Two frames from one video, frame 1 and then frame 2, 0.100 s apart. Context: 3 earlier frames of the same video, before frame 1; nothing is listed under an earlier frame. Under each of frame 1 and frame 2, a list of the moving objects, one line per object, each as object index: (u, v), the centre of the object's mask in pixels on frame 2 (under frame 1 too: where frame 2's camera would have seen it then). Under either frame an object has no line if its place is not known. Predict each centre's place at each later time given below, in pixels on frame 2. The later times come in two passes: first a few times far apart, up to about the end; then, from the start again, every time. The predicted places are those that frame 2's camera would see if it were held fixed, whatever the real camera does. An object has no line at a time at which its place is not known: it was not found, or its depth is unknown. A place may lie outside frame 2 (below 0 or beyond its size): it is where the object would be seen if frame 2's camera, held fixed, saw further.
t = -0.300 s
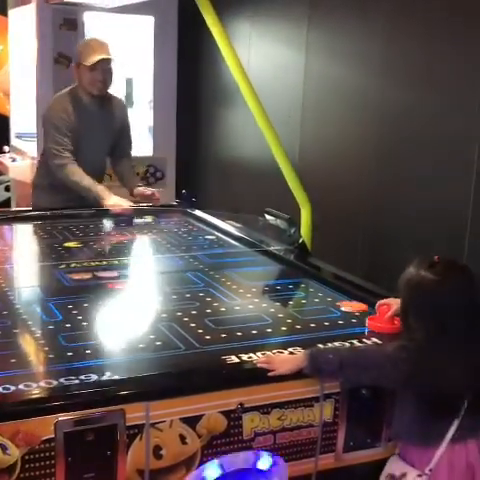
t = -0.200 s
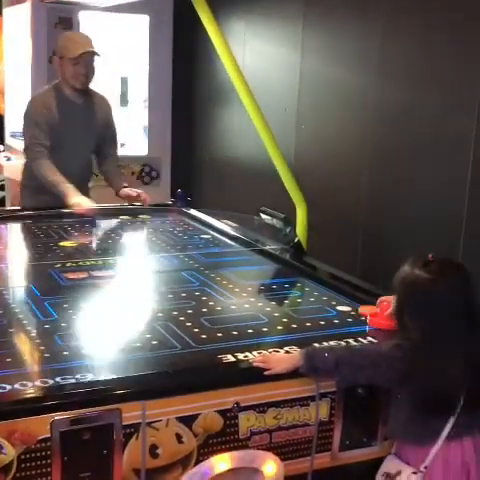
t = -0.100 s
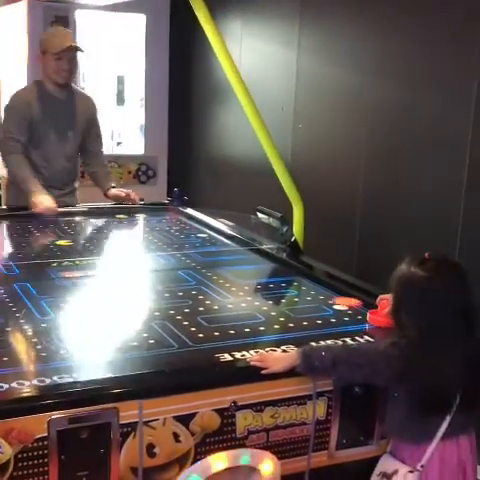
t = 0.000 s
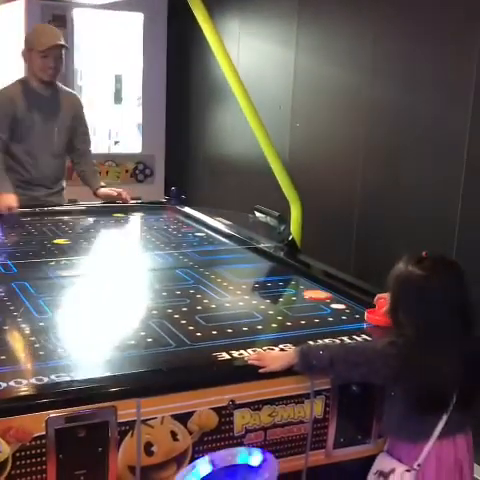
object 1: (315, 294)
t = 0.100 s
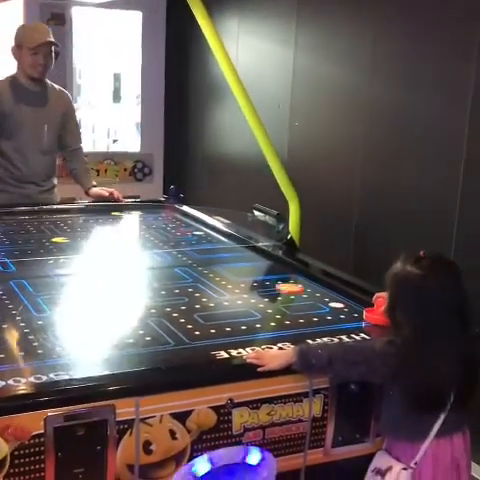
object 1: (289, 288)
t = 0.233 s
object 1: (257, 282)
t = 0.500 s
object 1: (197, 269)
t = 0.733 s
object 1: (151, 259)
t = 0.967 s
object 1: (110, 250)
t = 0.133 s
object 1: (280, 286)
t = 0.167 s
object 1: (273, 285)
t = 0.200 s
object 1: (264, 283)
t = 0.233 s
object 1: (257, 282)
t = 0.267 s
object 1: (249, 280)
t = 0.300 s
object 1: (241, 278)
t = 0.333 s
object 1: (233, 276)
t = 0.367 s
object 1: (225, 275)
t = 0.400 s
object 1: (218, 273)
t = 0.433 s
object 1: (210, 272)
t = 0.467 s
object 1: (205, 270)
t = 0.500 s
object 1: (197, 269)
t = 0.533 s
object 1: (191, 268)
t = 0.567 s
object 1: (183, 266)
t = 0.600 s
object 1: (178, 265)
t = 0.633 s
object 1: (171, 264)
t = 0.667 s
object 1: (165, 262)
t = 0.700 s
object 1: (158, 261)
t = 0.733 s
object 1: (151, 259)
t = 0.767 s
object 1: (146, 258)
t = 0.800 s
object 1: (140, 257)
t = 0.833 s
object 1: (133, 256)
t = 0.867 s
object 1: (127, 255)
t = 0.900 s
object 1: (122, 253)
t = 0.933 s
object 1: (116, 252)
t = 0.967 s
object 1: (110, 250)
